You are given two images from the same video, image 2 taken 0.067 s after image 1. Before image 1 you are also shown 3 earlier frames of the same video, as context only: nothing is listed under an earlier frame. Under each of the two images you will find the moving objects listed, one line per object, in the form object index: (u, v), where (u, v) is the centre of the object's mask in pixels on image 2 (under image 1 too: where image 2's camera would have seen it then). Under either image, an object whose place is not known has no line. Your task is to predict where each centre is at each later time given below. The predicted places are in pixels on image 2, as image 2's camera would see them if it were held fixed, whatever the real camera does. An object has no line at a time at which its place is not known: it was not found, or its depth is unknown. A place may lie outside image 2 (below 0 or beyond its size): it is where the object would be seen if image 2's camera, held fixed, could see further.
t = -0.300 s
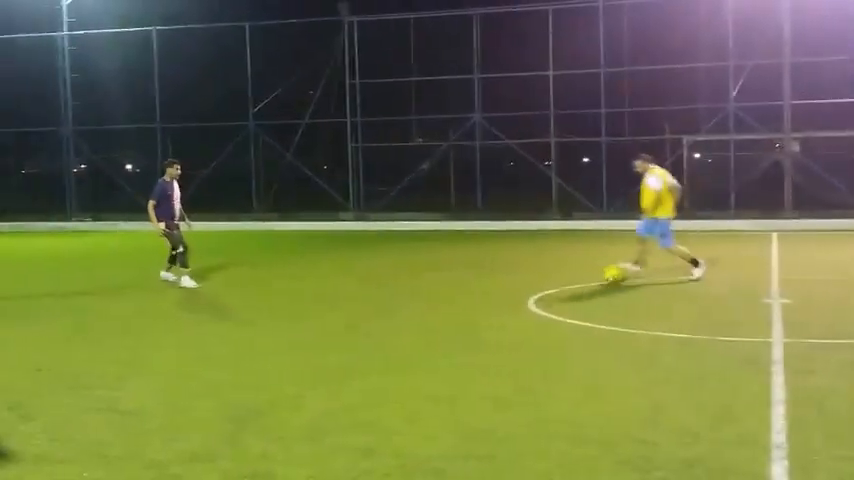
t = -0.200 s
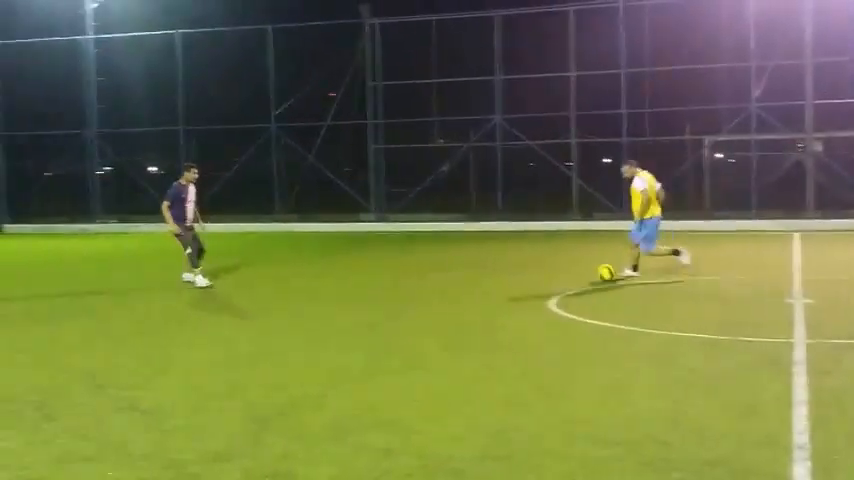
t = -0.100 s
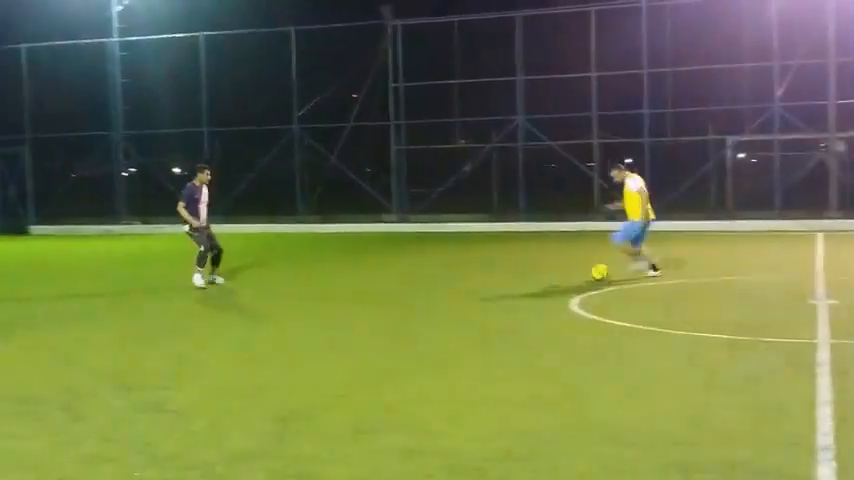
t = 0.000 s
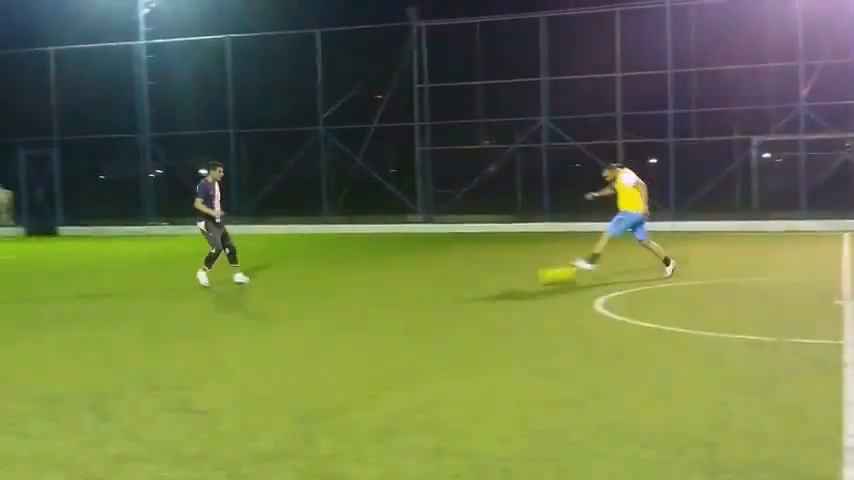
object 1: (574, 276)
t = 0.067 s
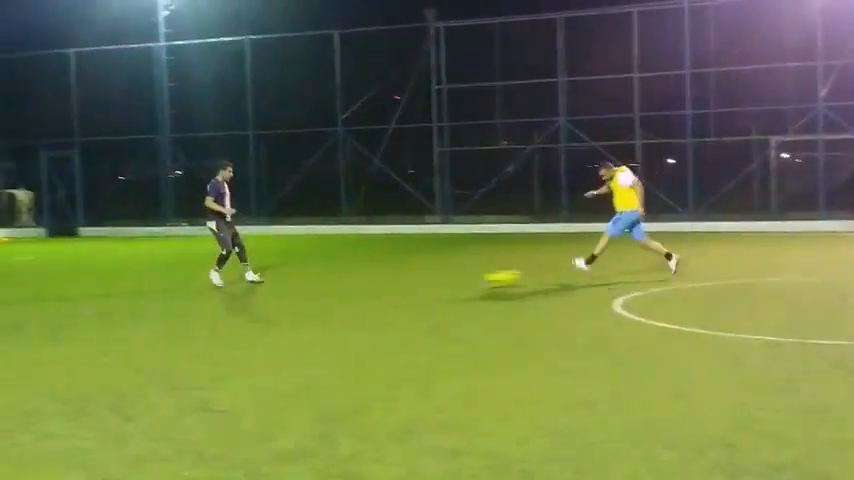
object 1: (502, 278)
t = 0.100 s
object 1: (466, 280)
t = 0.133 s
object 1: (431, 281)
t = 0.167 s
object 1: (396, 283)
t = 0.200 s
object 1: (360, 285)
